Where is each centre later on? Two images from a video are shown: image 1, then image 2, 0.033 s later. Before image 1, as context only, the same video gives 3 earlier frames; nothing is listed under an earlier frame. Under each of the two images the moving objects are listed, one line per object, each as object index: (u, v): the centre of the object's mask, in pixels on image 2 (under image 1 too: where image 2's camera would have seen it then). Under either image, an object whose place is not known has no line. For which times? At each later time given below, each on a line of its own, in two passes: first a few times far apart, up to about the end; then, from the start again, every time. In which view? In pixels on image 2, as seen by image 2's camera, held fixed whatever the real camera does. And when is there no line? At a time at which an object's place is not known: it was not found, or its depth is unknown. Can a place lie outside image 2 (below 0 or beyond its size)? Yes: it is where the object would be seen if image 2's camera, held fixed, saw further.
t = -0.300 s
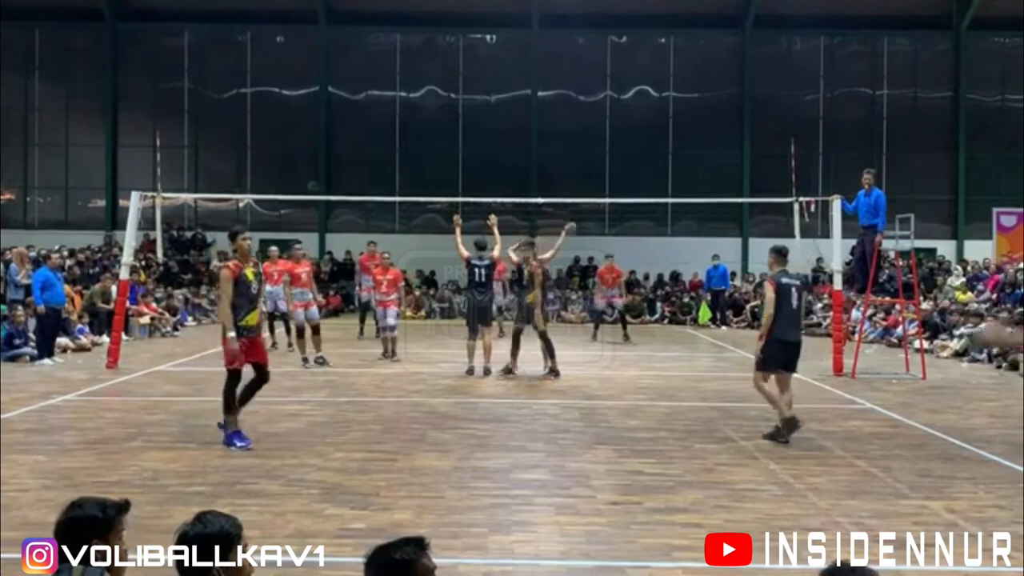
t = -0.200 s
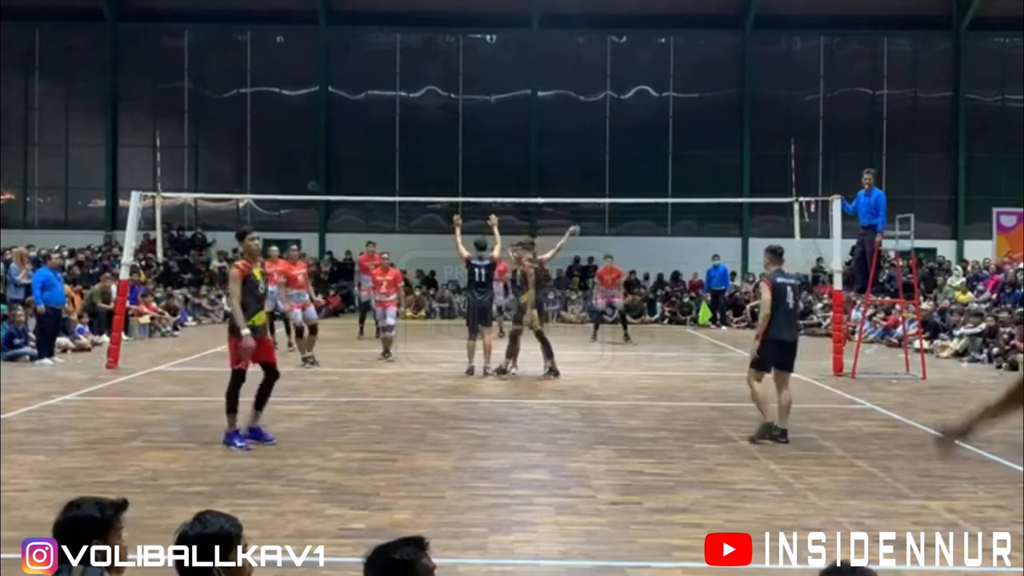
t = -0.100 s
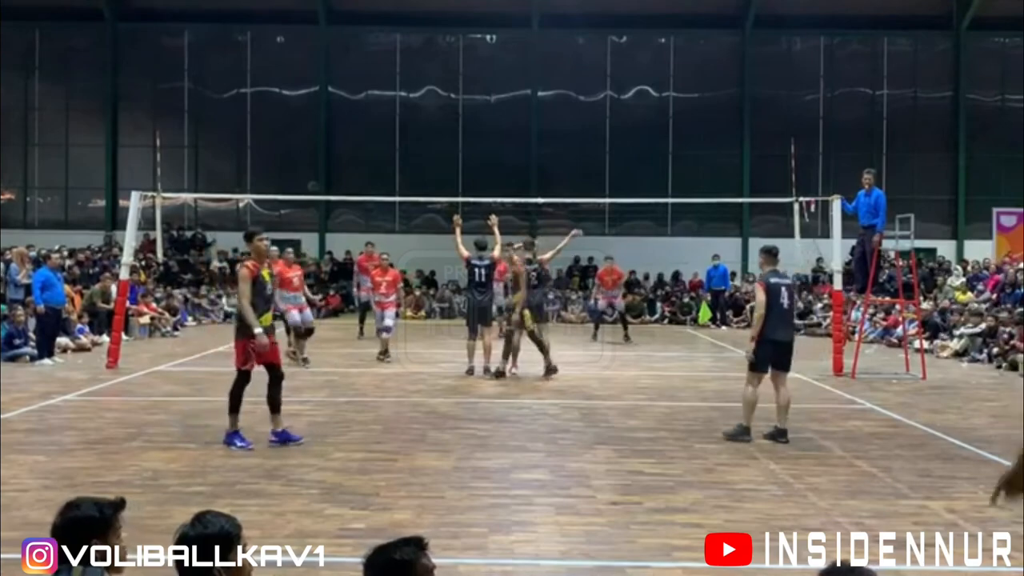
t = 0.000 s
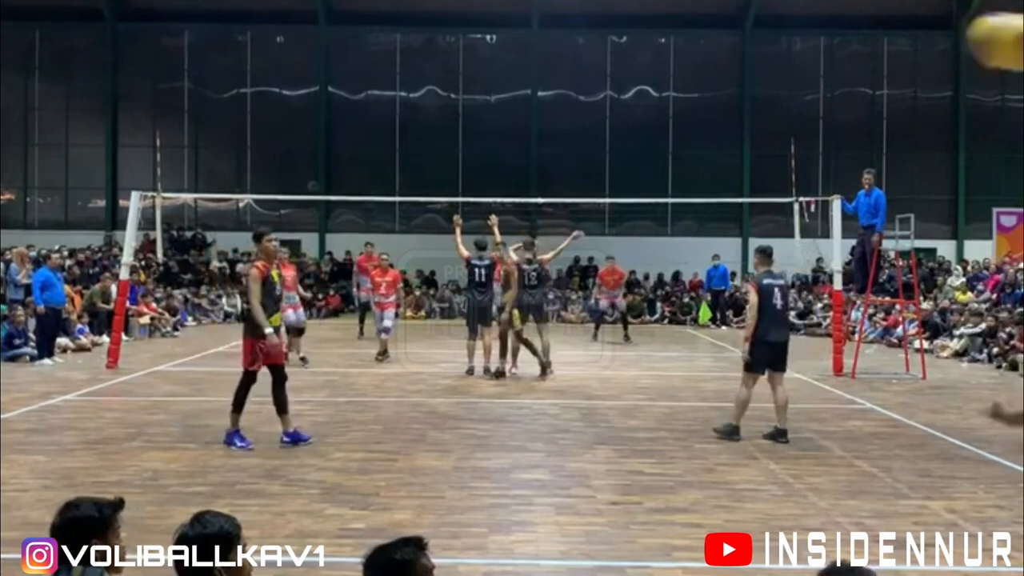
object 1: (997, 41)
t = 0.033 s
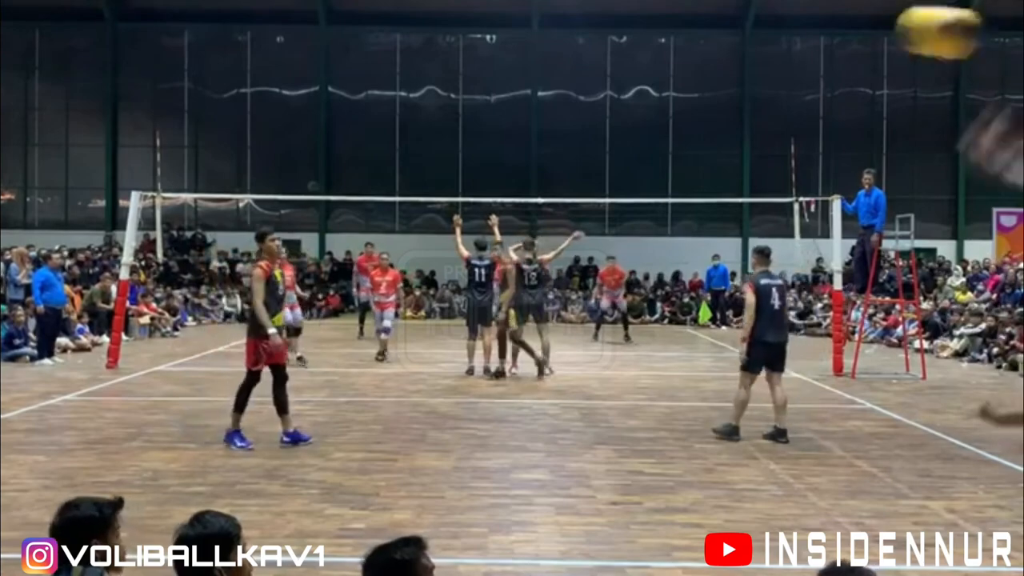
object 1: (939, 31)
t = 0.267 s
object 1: (674, 32)
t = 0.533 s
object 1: (569, 96)
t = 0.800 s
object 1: (520, 172)
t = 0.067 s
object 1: (877, 24)
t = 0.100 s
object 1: (827, 20)
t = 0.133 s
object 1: (786, 19)
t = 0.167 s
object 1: (751, 20)
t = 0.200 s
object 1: (722, 23)
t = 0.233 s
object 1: (696, 27)
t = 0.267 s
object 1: (674, 32)
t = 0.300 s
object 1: (655, 38)
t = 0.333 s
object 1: (639, 45)
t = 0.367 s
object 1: (625, 52)
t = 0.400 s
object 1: (612, 61)
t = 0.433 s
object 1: (600, 69)
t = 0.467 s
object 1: (589, 78)
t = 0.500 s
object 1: (579, 87)
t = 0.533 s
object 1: (569, 96)
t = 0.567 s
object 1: (560, 105)
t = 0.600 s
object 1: (553, 114)
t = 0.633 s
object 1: (546, 123)
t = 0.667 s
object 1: (540, 133)
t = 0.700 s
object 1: (535, 142)
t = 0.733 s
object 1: (529, 151)
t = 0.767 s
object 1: (525, 162)
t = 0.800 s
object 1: (520, 172)
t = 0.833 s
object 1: (516, 181)
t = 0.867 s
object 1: (513, 191)
